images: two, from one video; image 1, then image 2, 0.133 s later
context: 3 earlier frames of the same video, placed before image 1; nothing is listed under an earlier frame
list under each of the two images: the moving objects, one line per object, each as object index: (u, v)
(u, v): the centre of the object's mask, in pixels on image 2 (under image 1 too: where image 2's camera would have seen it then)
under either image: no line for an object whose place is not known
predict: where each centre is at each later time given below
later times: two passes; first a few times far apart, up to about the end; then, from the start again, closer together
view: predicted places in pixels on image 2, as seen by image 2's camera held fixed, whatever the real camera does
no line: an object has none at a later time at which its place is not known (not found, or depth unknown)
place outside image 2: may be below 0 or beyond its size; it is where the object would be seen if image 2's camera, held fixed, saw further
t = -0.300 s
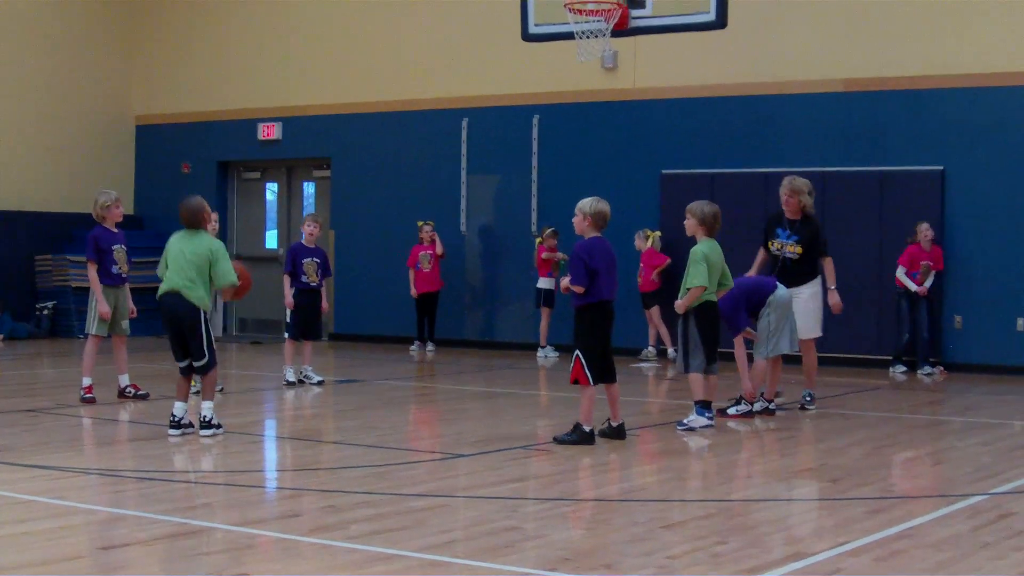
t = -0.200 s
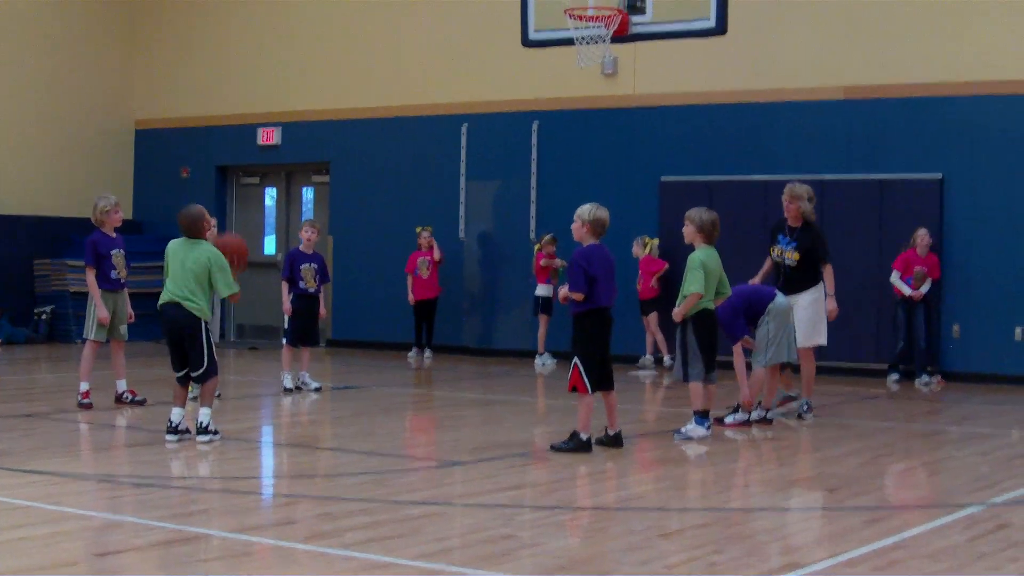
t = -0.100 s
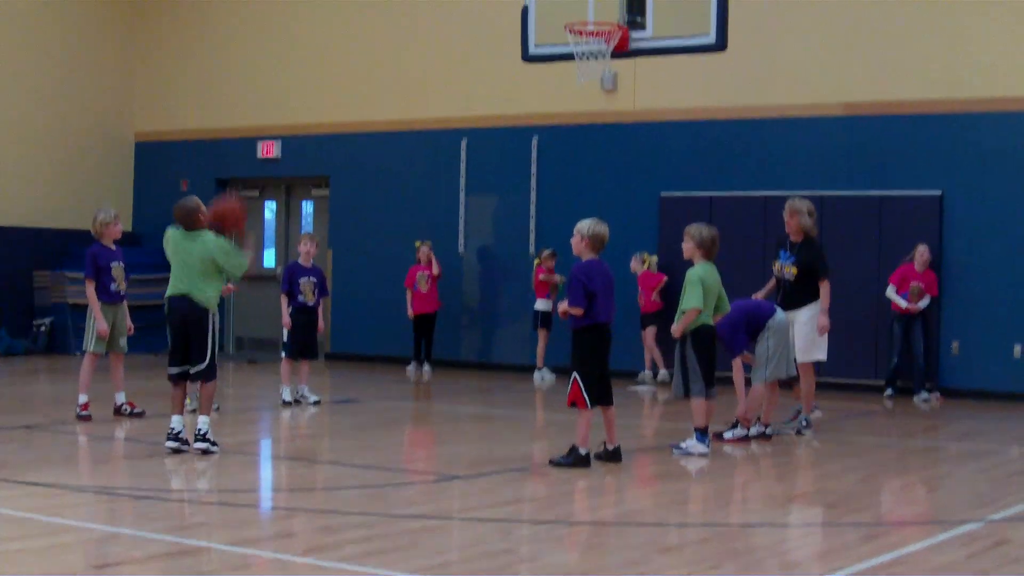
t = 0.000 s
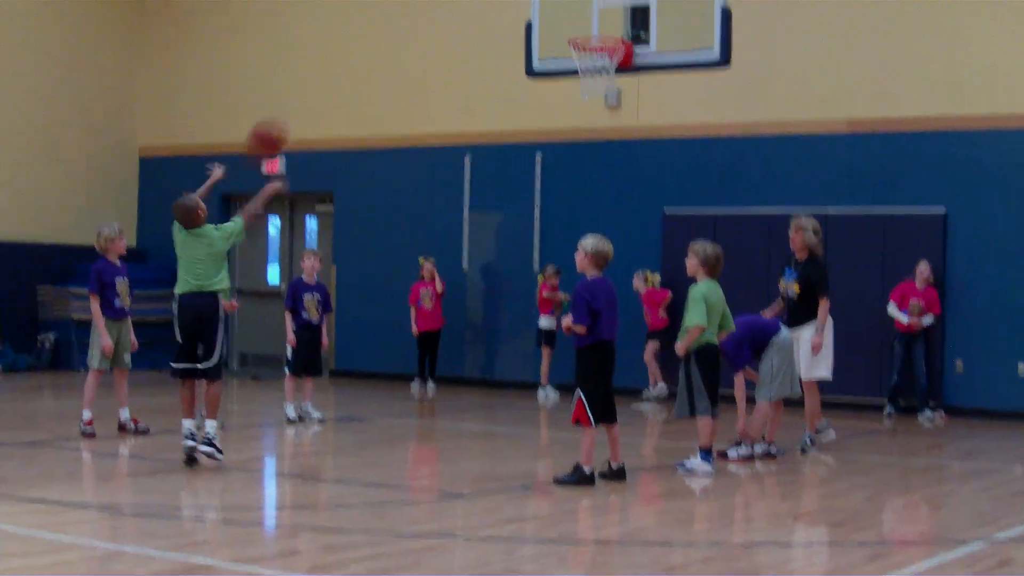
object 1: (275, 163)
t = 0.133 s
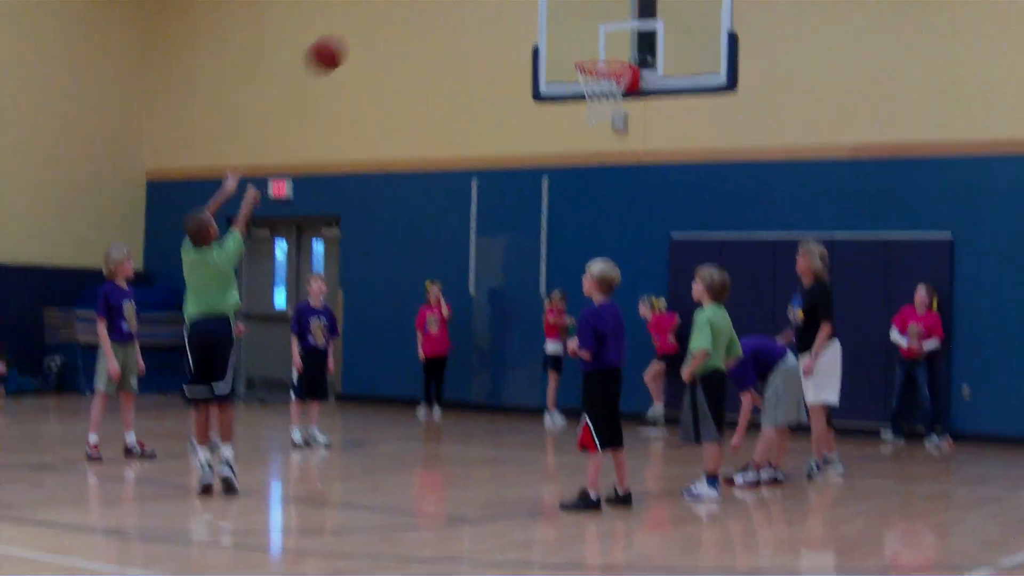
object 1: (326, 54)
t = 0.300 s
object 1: (391, -25)
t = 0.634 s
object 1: (495, -75)
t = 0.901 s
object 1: (565, -10)
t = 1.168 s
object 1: (582, 18)
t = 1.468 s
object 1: (548, 20)
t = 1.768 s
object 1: (509, 143)
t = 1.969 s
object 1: (479, 308)
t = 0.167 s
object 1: (340, 33)
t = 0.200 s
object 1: (354, 13)
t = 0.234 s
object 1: (366, -4)
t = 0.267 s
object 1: (378, -15)
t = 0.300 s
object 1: (391, -25)
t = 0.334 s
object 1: (403, -36)
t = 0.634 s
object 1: (495, -75)
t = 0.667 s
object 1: (504, -76)
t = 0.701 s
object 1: (513, -75)
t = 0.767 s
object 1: (532, -59)
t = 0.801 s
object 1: (541, -48)
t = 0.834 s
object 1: (550, -37)
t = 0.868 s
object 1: (558, -25)
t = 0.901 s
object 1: (565, -10)
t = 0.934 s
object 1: (574, 4)
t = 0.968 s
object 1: (582, 20)
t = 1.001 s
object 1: (589, 36)
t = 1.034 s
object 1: (595, 51)
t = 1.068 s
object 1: (591, 40)
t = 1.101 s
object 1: (588, 31)
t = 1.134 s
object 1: (585, 24)
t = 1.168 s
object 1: (582, 18)
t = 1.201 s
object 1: (580, 14)
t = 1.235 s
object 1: (576, 10)
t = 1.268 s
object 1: (572, 7)
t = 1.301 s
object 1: (568, 5)
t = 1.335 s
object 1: (565, 6)
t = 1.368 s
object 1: (560, 8)
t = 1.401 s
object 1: (555, 10)
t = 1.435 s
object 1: (552, 15)
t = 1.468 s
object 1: (548, 20)
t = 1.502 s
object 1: (544, 27)
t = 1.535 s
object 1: (540, 36)
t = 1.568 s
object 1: (536, 47)
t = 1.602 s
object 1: (532, 59)
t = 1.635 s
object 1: (527, 74)
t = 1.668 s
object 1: (523, 89)
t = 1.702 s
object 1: (517, 106)
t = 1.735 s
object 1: (513, 123)
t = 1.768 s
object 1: (509, 143)
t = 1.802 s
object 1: (504, 168)
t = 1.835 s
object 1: (499, 190)
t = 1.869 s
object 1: (494, 217)
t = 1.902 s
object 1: (489, 246)
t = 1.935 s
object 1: (486, 274)
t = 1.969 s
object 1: (479, 308)
